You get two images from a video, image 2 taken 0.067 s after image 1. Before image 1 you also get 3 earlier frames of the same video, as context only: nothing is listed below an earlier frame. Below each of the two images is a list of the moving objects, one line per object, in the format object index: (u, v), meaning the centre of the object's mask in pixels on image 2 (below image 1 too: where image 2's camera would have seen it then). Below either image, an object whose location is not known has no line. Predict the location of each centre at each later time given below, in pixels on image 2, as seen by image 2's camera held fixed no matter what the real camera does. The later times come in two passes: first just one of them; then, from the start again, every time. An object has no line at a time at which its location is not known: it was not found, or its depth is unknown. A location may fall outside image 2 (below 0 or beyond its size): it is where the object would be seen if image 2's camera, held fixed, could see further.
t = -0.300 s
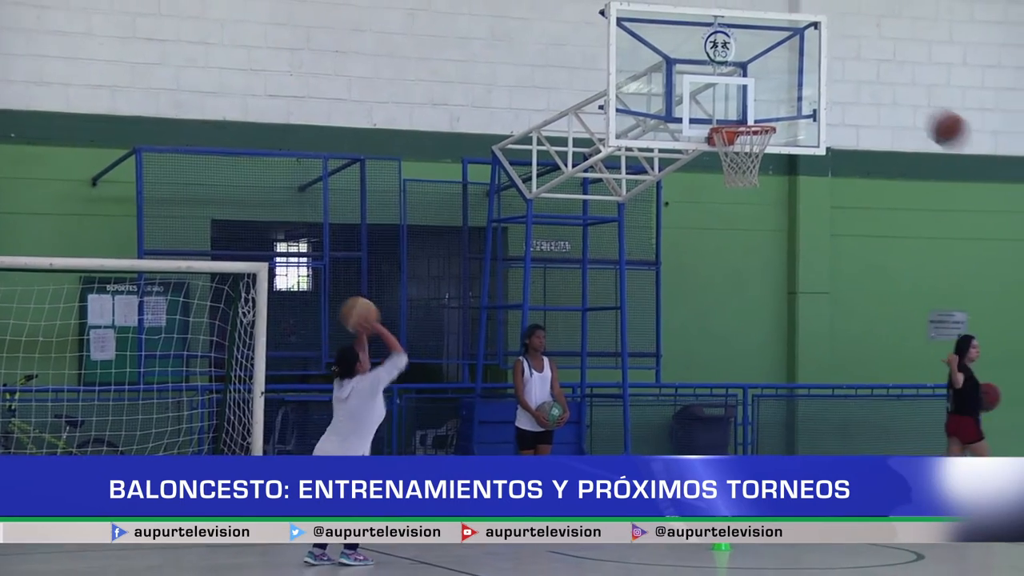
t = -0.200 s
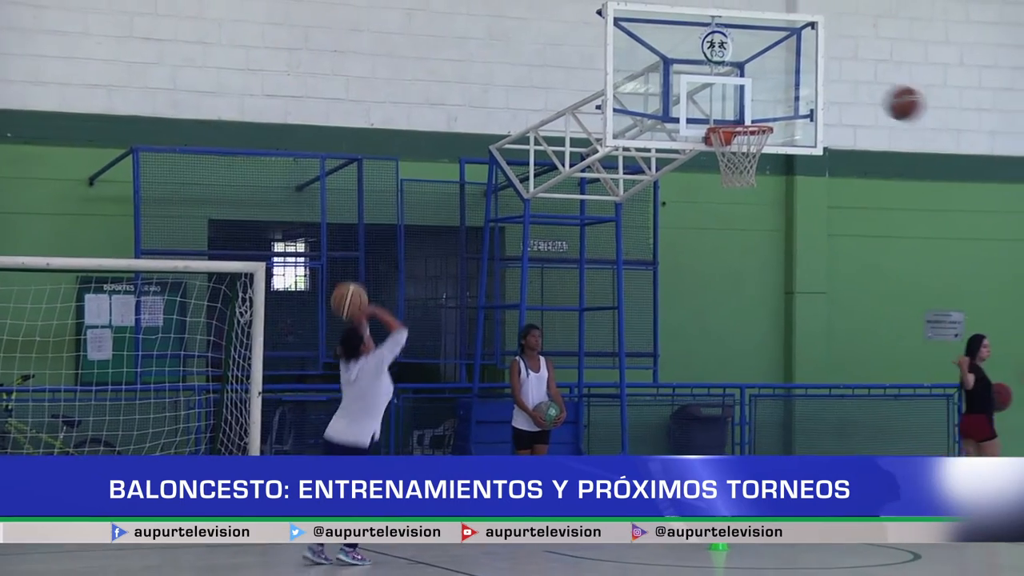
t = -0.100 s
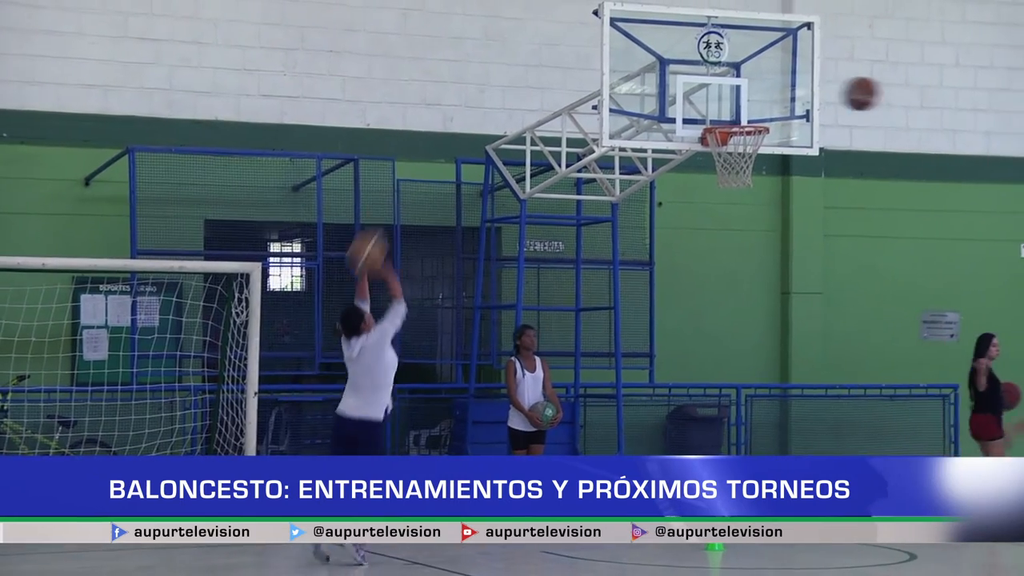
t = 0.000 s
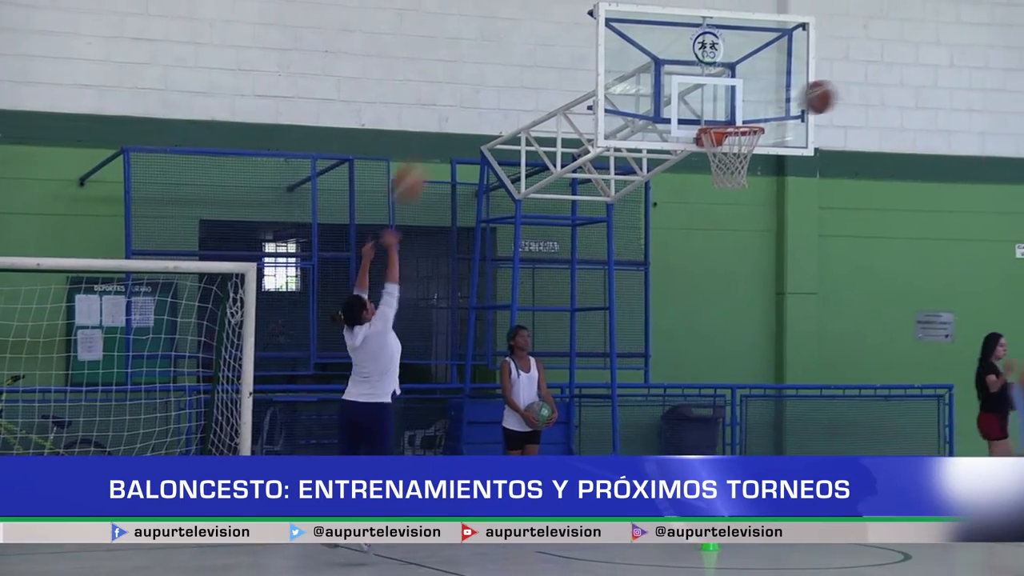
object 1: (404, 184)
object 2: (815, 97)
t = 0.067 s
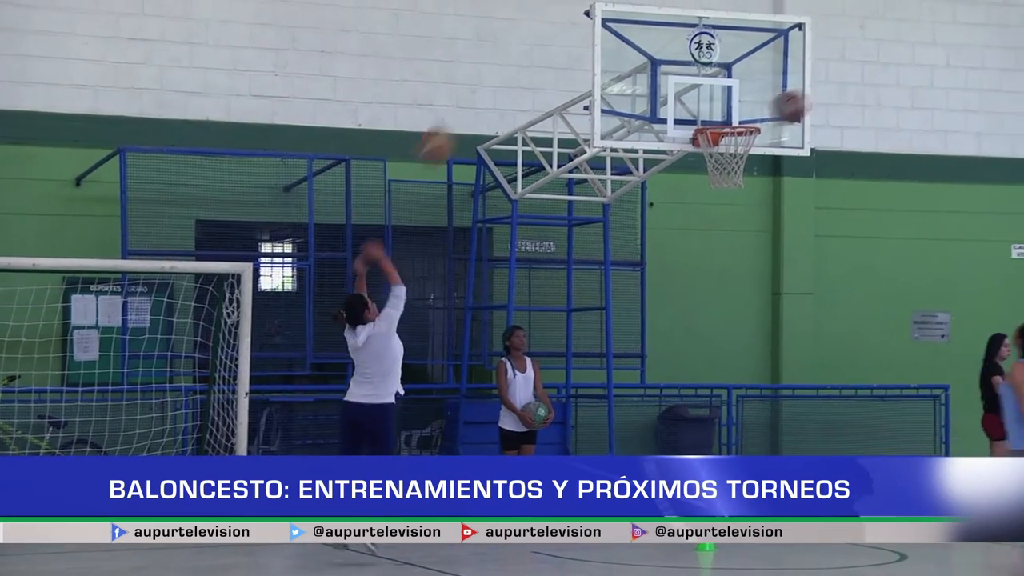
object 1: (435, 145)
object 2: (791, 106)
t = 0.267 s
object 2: (805, 108)
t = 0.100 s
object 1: (450, 130)
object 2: (778, 113)
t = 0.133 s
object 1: (468, 115)
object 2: (775, 116)
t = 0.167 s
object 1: (483, 102)
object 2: (783, 112)
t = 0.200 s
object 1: (499, 91)
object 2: (790, 109)
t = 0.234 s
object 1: (514, 82)
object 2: (797, 108)
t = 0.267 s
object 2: (805, 108)
